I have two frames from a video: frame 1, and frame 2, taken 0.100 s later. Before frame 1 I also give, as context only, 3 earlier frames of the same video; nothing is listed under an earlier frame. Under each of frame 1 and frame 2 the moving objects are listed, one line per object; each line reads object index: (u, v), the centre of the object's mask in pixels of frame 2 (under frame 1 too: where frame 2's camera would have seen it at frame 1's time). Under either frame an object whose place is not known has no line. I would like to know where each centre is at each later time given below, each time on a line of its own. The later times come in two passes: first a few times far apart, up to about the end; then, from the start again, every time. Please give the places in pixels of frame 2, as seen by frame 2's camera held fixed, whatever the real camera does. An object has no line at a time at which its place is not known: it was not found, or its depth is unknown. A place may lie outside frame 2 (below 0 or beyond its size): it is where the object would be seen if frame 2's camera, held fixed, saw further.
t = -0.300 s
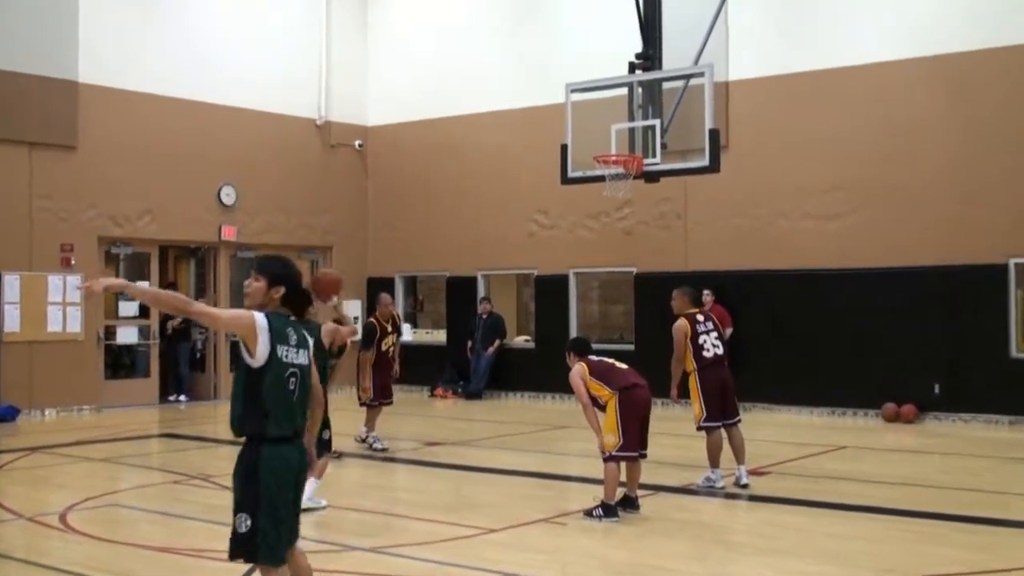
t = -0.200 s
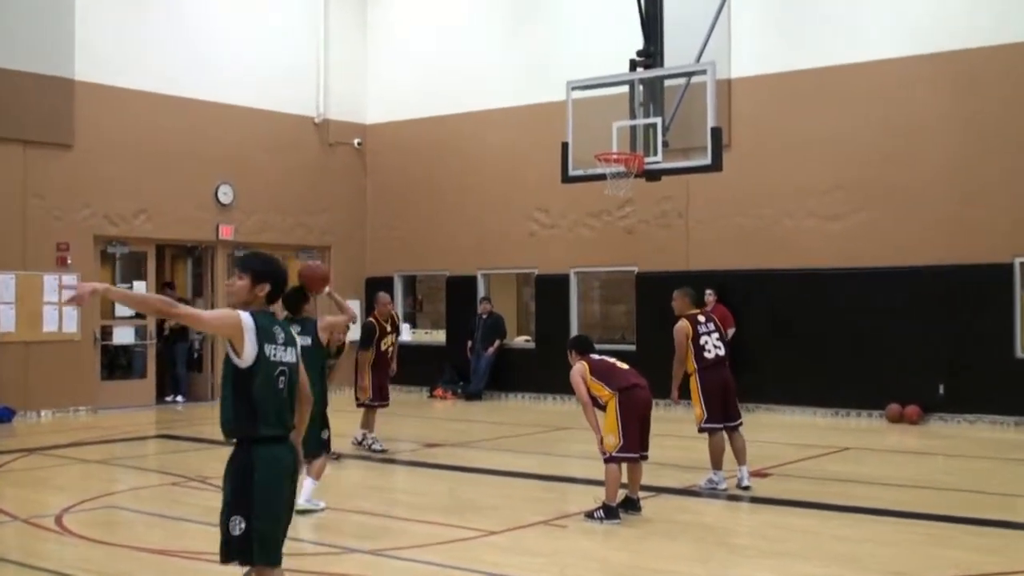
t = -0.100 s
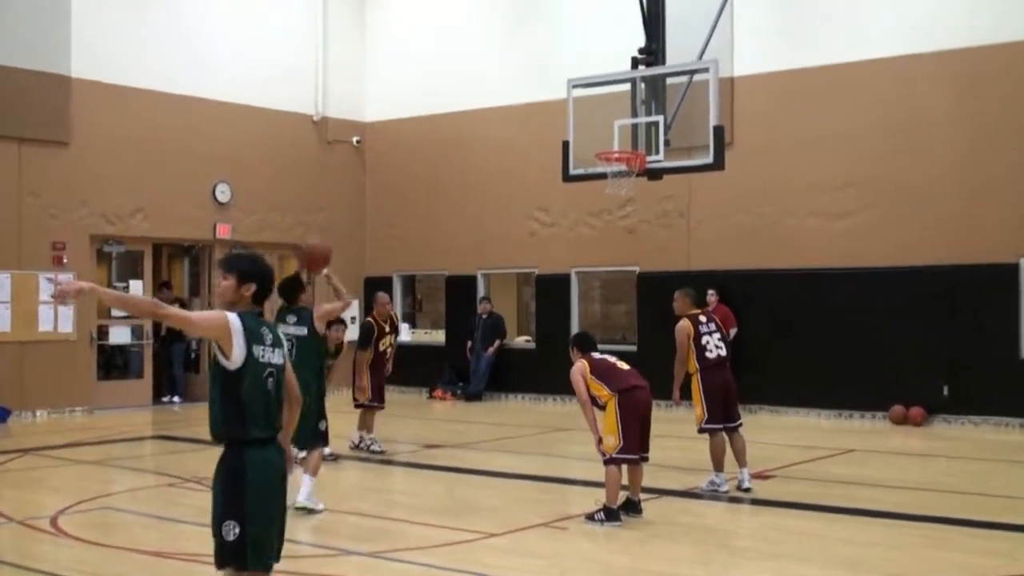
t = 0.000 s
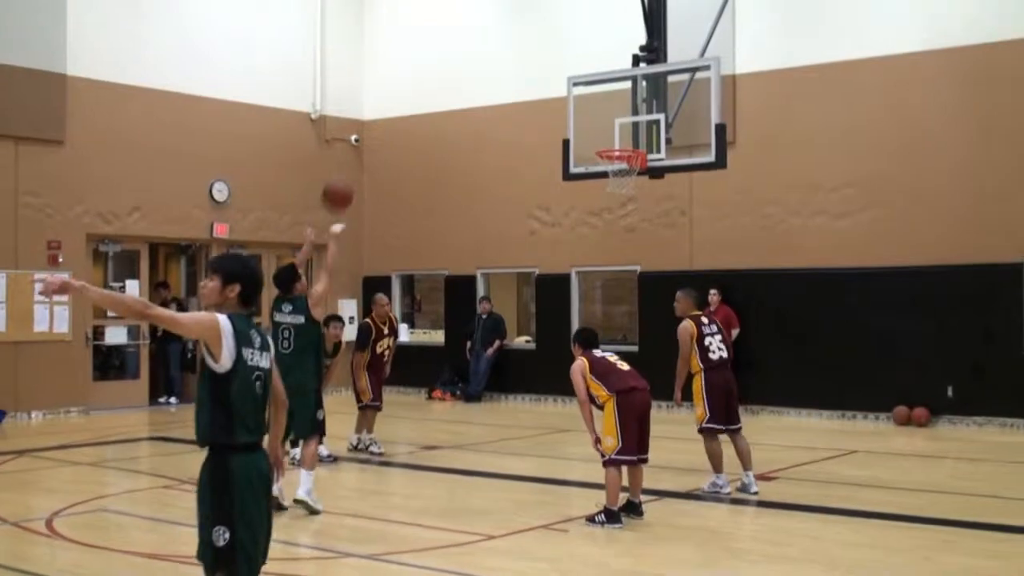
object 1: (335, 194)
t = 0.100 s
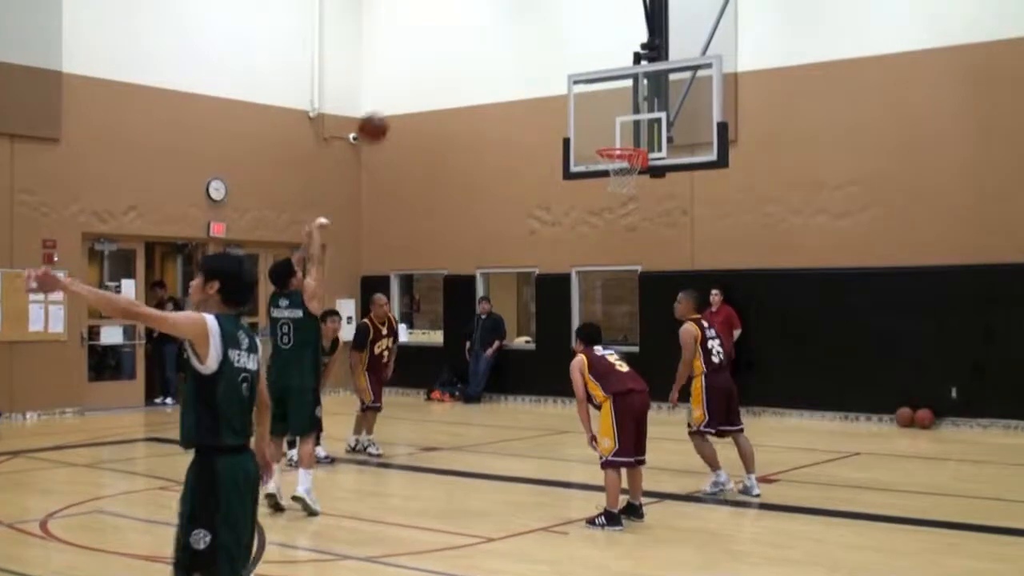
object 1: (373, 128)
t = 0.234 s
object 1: (419, 64)
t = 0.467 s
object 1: (491, 15)
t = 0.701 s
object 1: (553, 24)
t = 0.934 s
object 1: (607, 85)
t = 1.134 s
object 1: (633, 118)
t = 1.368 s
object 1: (619, 49)
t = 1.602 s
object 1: (604, 34)
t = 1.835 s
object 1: (591, 69)
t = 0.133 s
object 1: (385, 109)
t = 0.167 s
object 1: (396, 92)
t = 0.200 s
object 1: (408, 77)
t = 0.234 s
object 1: (419, 64)
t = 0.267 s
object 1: (430, 53)
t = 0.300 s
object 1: (441, 42)
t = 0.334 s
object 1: (451, 34)
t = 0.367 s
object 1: (461, 26)
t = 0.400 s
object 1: (471, 20)
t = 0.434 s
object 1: (481, 17)
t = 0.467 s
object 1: (491, 15)
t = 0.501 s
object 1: (500, 15)
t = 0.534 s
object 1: (509, 14)
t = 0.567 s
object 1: (518, 14)
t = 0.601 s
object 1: (527, 16)
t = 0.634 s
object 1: (535, 17)
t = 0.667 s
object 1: (544, 21)
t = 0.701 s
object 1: (553, 24)
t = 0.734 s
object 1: (561, 28)
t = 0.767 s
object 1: (569, 35)
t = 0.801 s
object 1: (577, 42)
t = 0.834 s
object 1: (585, 52)
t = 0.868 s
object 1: (593, 61)
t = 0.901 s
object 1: (600, 72)
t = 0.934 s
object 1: (607, 85)
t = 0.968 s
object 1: (615, 98)
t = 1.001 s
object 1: (621, 111)
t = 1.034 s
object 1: (629, 126)
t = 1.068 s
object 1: (636, 138)
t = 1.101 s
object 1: (635, 130)
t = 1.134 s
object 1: (633, 118)
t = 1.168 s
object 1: (631, 105)
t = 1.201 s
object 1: (629, 93)
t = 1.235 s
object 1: (627, 84)
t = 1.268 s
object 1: (625, 72)
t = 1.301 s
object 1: (623, 64)
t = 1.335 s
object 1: (621, 55)
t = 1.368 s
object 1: (619, 49)
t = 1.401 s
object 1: (616, 44)
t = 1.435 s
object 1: (615, 40)
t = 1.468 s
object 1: (612, 37)
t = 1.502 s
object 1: (610, 34)
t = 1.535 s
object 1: (608, 33)
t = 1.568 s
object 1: (606, 33)
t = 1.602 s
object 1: (604, 34)
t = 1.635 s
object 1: (603, 36)
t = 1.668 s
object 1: (601, 39)
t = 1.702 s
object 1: (598, 43)
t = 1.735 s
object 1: (597, 48)
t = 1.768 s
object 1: (595, 54)
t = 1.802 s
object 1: (593, 60)
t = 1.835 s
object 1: (591, 69)
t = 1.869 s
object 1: (589, 78)
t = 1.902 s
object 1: (587, 90)
